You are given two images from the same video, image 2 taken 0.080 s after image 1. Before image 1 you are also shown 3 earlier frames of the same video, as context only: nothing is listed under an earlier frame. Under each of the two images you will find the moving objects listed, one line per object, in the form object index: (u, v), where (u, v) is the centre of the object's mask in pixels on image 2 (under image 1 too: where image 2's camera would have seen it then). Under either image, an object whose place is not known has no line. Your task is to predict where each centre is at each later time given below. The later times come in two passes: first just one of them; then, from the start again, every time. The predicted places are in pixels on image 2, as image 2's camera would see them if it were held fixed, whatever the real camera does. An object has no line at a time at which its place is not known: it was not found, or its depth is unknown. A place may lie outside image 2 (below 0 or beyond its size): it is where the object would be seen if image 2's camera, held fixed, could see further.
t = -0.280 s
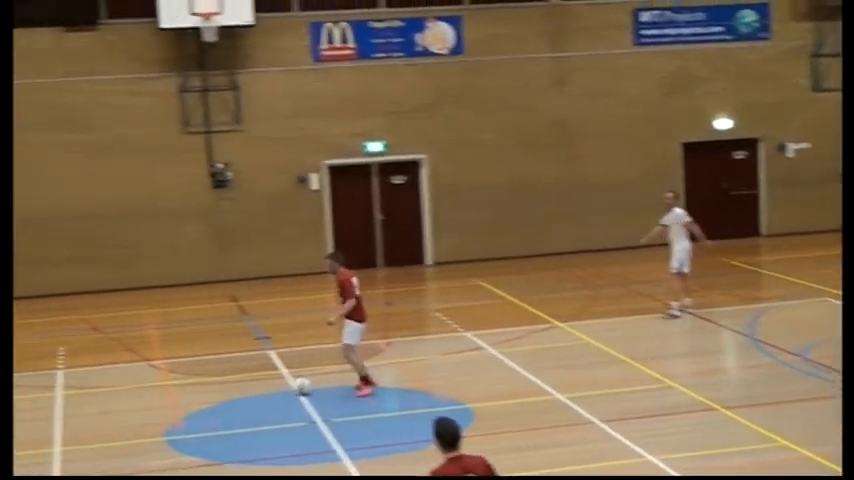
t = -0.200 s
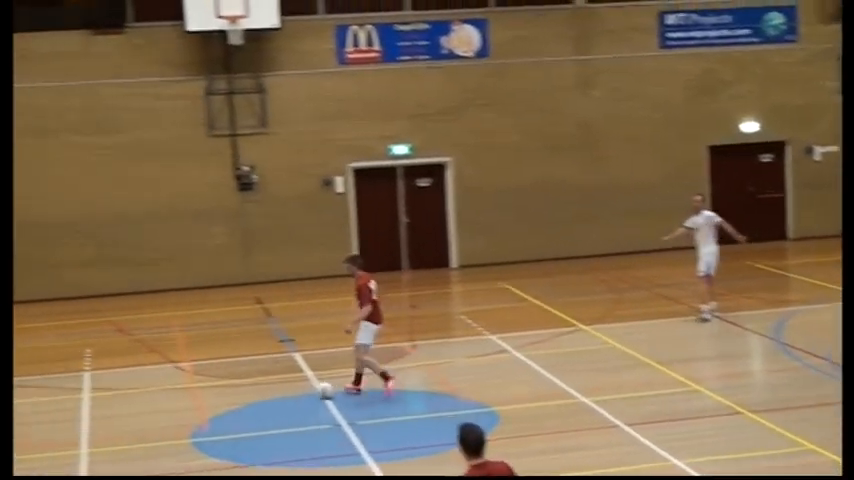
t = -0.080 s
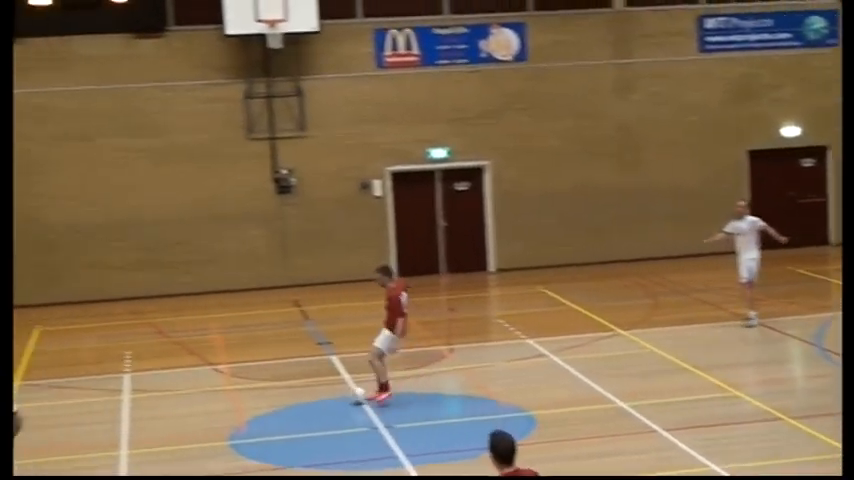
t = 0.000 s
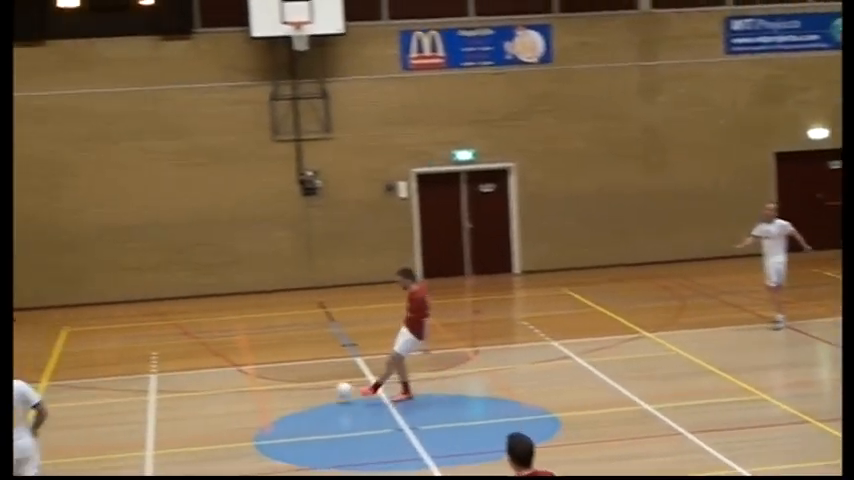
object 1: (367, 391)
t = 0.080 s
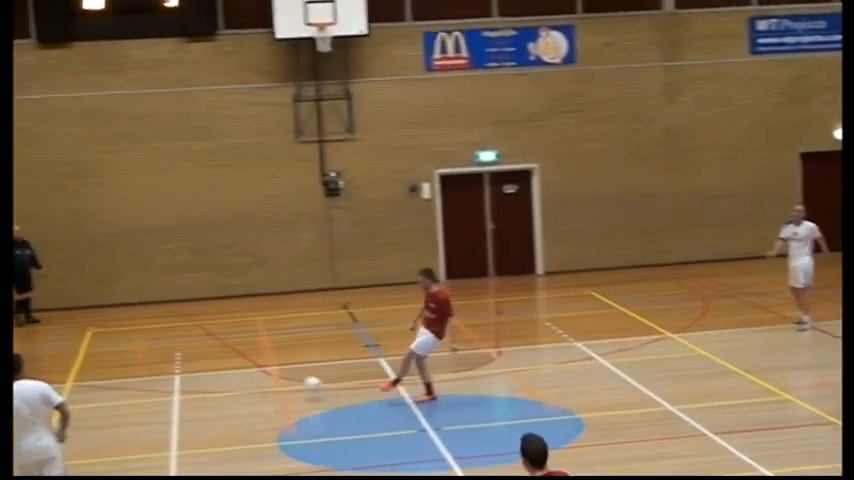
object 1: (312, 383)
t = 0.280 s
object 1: (191, 385)
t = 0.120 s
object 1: (286, 383)
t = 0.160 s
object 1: (261, 382)
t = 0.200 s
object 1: (237, 383)
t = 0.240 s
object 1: (214, 386)
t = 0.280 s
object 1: (191, 385)
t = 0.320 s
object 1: (171, 382)
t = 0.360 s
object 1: (153, 381)
